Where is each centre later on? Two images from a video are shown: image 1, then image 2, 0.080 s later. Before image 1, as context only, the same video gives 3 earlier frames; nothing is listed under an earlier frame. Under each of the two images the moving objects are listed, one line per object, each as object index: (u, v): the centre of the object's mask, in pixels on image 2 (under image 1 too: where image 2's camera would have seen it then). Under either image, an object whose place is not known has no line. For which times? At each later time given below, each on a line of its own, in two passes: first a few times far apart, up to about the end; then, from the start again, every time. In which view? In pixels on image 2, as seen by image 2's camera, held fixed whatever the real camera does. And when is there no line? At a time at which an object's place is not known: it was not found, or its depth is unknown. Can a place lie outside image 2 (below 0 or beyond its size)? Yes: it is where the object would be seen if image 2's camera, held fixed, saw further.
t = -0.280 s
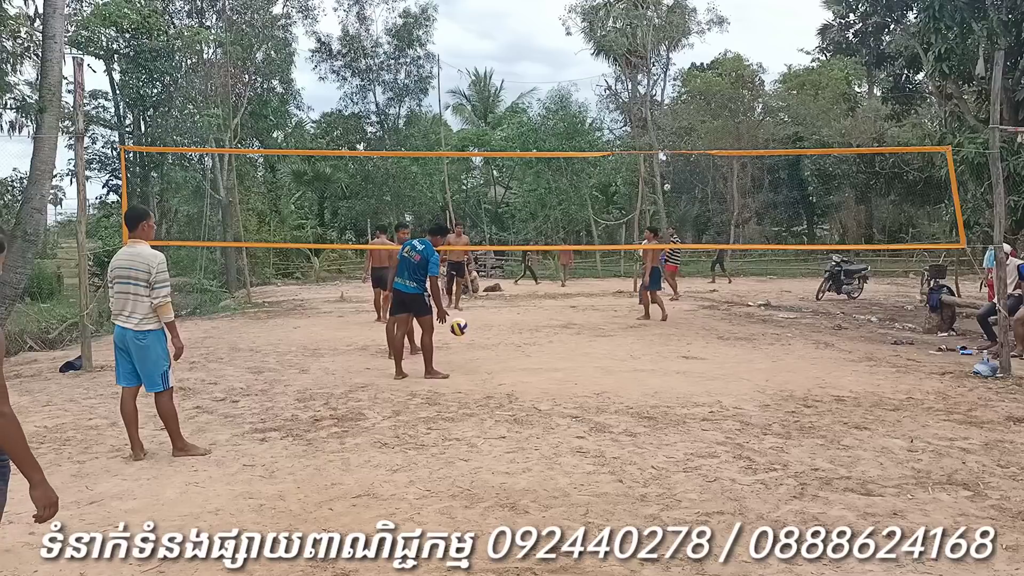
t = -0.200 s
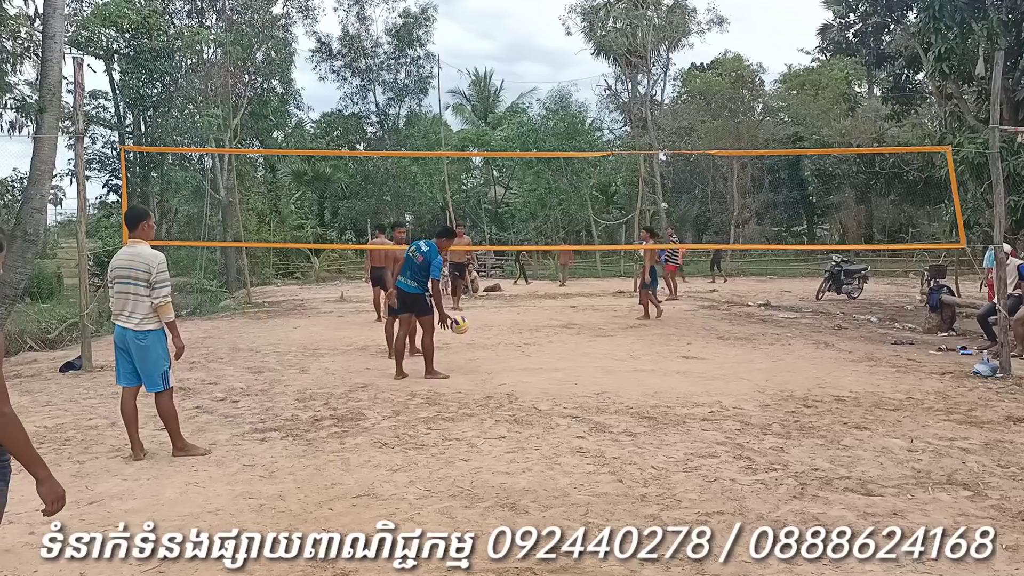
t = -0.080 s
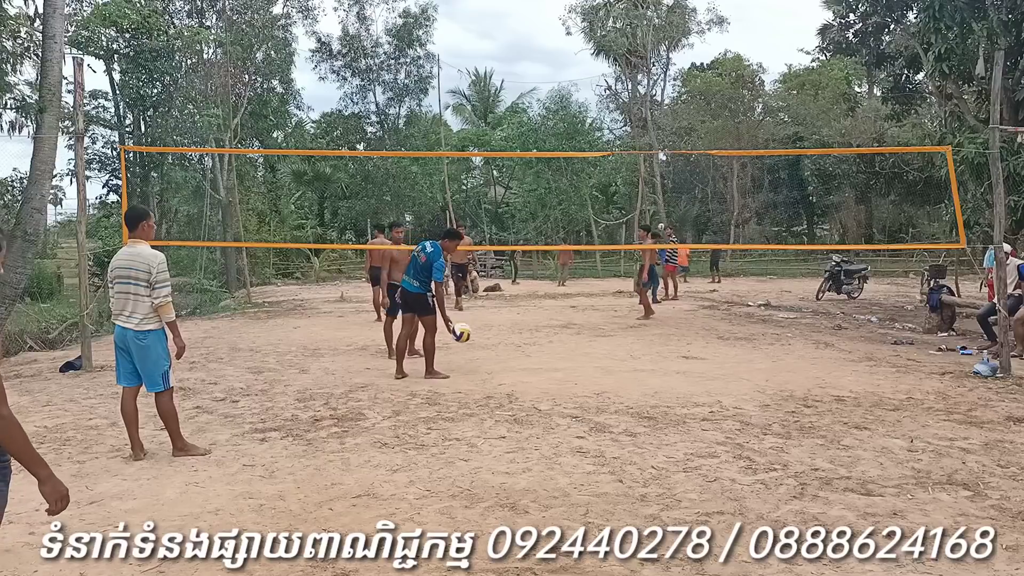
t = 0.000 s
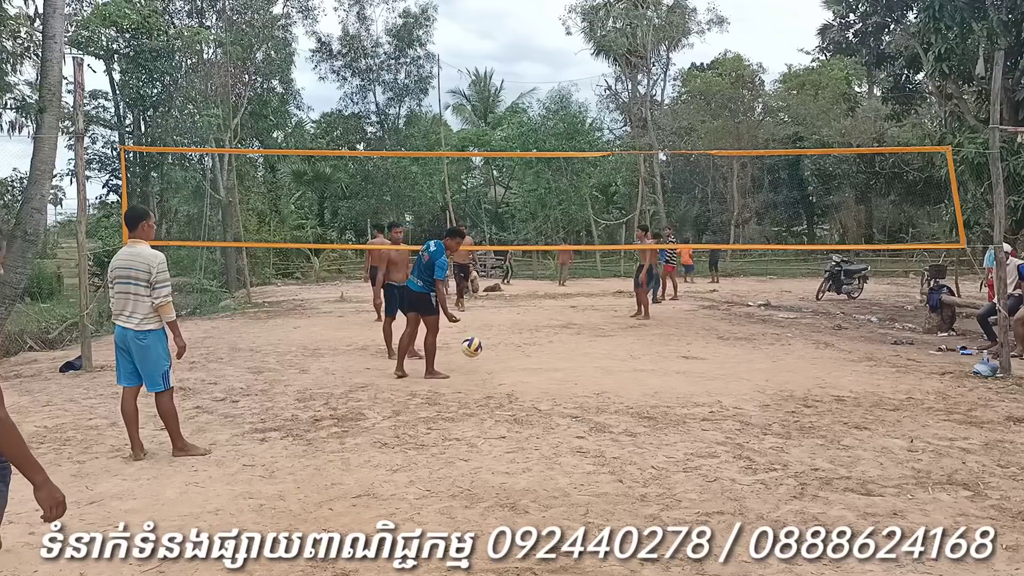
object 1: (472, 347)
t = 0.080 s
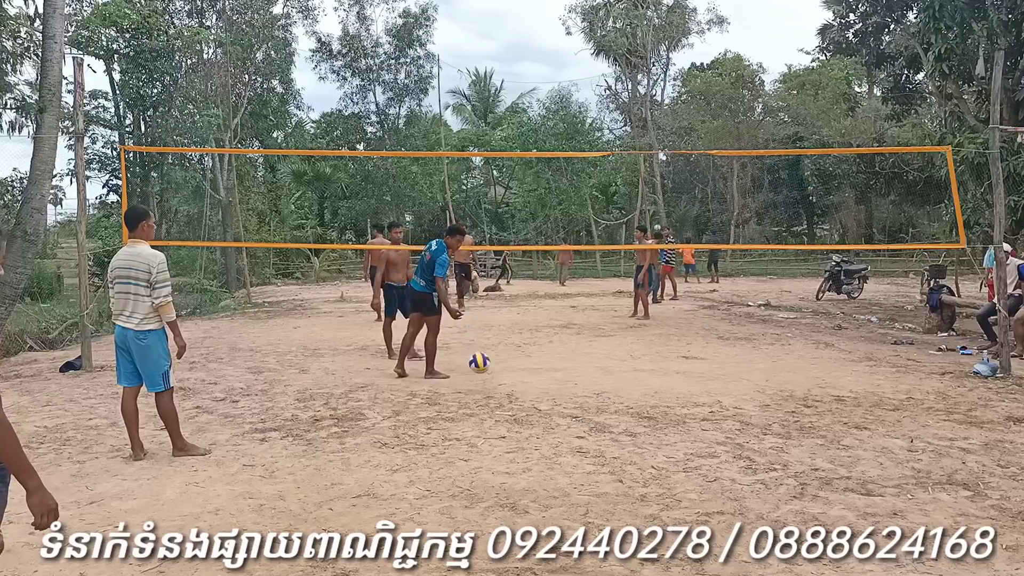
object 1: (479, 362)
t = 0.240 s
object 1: (497, 376)
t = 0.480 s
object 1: (523, 385)
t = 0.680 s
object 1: (549, 415)
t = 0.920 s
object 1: (586, 423)
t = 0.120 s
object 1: (483, 373)
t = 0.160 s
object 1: (487, 385)
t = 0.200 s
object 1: (494, 379)
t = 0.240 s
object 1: (497, 376)
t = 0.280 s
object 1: (500, 373)
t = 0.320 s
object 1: (503, 372)
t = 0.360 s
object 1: (507, 371)
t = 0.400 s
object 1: (511, 373)
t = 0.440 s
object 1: (519, 380)
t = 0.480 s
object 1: (523, 385)
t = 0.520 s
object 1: (527, 392)
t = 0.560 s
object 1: (531, 402)
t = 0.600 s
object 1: (536, 413)
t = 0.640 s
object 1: (545, 420)
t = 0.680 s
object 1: (549, 415)
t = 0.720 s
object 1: (554, 412)
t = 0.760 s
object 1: (559, 409)
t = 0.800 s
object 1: (564, 408)
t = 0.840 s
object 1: (575, 411)
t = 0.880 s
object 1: (580, 416)
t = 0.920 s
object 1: (586, 423)
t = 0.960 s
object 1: (592, 431)
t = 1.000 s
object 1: (599, 442)
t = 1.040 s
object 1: (606, 455)
